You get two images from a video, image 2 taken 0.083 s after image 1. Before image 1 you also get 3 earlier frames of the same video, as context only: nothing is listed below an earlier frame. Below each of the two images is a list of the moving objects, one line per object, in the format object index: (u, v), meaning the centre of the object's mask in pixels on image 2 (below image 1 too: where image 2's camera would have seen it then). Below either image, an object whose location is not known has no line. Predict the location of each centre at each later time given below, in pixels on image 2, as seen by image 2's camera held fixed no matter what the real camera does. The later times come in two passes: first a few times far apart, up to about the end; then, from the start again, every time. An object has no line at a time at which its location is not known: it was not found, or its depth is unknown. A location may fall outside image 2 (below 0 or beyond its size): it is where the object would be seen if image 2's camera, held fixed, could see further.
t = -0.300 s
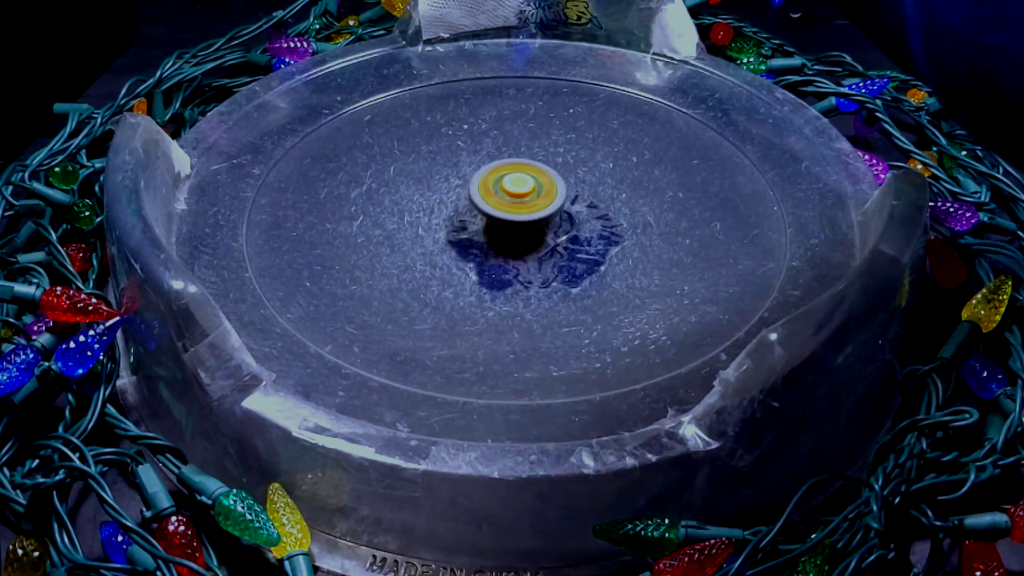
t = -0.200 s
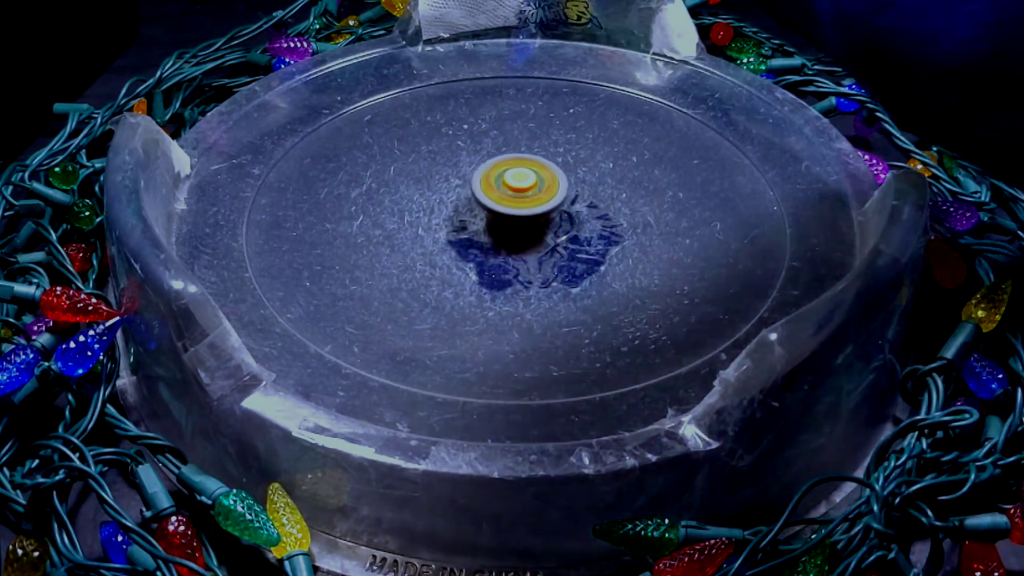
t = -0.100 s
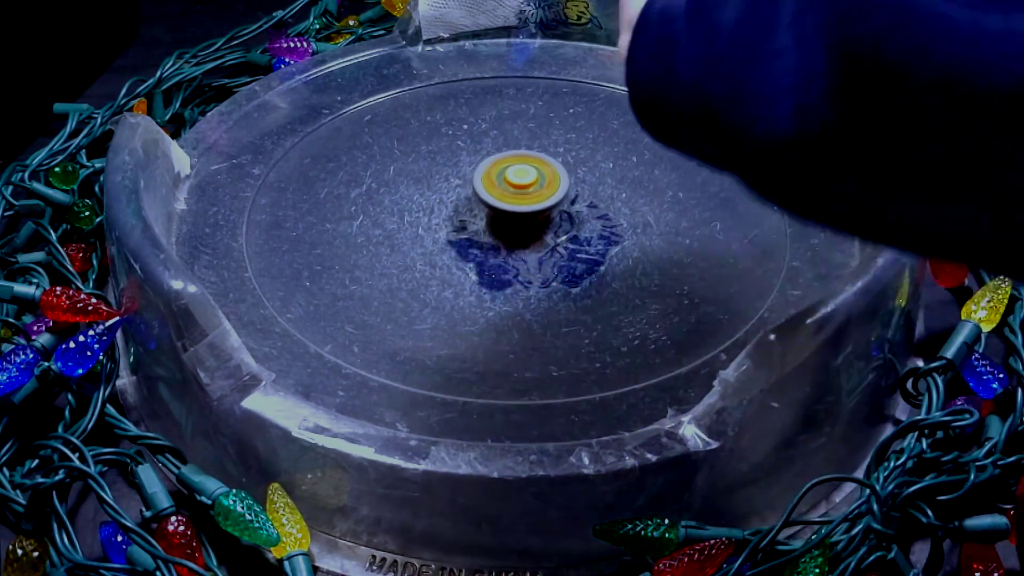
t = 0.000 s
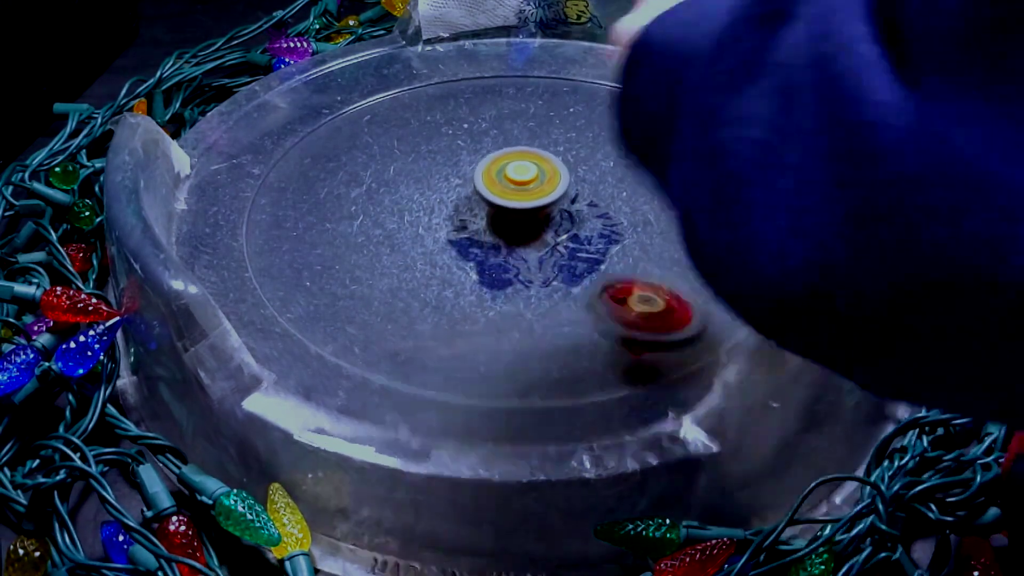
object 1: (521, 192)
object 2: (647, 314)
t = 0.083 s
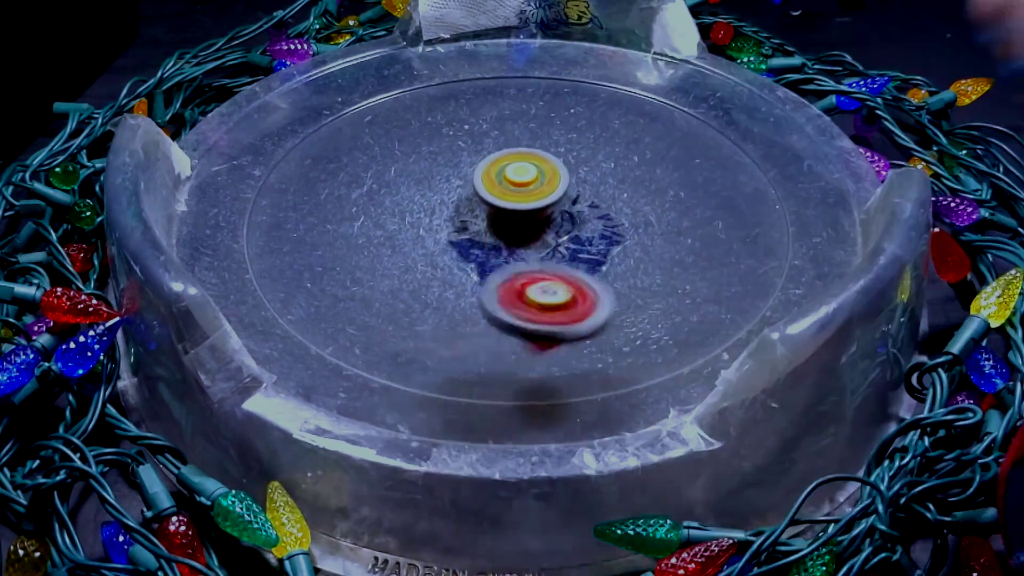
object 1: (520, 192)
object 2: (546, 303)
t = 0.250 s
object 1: (520, 197)
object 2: (389, 336)
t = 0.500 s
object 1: (546, 209)
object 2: (418, 288)
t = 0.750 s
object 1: (563, 211)
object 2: (435, 254)
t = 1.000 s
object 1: (575, 211)
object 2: (435, 194)
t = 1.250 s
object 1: (558, 223)
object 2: (359, 134)
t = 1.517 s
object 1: (564, 242)
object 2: (355, 161)
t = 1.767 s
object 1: (566, 245)
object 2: (426, 198)
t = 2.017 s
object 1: (628, 253)
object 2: (506, 173)
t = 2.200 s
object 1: (634, 248)
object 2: (526, 160)
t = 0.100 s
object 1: (520, 192)
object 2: (524, 318)
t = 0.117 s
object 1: (520, 192)
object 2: (501, 339)
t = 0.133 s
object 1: (520, 192)
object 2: (479, 360)
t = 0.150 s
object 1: (520, 192)
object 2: (463, 353)
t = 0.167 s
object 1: (519, 192)
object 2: (447, 349)
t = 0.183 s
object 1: (519, 192)
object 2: (432, 353)
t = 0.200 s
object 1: (518, 193)
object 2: (418, 350)
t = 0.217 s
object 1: (519, 194)
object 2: (406, 346)
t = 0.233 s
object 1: (519, 196)
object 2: (396, 341)
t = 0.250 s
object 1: (520, 197)
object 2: (389, 336)
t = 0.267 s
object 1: (522, 198)
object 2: (385, 332)
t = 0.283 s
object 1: (524, 200)
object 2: (382, 328)
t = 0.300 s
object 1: (525, 201)
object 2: (381, 322)
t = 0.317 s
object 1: (527, 202)
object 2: (381, 317)
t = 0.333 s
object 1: (529, 203)
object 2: (382, 312)
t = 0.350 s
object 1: (530, 204)
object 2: (384, 307)
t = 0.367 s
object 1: (532, 205)
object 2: (387, 303)
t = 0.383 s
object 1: (533, 205)
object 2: (390, 299)
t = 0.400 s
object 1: (535, 206)
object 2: (394, 296)
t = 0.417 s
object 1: (537, 208)
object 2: (398, 292)
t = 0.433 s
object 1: (539, 208)
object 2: (403, 299)
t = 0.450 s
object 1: (541, 209)
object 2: (407, 296)
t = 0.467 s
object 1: (543, 209)
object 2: (411, 293)
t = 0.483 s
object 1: (544, 209)
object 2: (415, 290)
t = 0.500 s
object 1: (546, 209)
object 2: (418, 288)
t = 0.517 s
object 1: (548, 209)
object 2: (421, 285)
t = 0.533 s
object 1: (549, 209)
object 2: (424, 283)
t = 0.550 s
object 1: (551, 210)
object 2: (426, 281)
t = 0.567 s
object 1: (552, 210)
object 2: (427, 280)
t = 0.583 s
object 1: (553, 210)
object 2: (428, 277)
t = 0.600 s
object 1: (554, 210)
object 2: (429, 274)
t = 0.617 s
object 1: (555, 209)
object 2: (430, 272)
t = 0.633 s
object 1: (556, 209)
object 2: (431, 270)
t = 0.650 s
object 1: (557, 209)
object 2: (432, 267)
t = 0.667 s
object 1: (558, 209)
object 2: (432, 265)
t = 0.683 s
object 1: (558, 210)
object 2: (433, 263)
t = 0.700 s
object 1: (560, 210)
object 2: (434, 261)
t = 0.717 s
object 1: (561, 210)
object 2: (434, 258)
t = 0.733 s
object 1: (562, 210)
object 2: (435, 256)
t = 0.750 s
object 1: (563, 211)
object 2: (435, 254)
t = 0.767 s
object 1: (564, 211)
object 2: (435, 251)
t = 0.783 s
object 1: (565, 211)
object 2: (436, 249)
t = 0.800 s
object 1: (565, 211)
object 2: (436, 246)
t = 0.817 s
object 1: (566, 211)
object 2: (436, 242)
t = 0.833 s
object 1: (567, 211)
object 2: (437, 239)
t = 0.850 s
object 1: (568, 211)
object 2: (438, 235)
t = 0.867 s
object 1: (568, 212)
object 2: (438, 232)
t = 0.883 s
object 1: (569, 212)
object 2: (438, 228)
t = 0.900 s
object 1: (570, 212)
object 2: (438, 224)
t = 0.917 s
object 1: (571, 213)
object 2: (438, 220)
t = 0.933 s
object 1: (573, 213)
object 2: (438, 216)
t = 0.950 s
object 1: (574, 212)
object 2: (438, 210)
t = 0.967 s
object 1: (574, 211)
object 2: (437, 205)
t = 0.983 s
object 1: (574, 212)
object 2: (436, 199)
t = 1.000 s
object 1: (575, 211)
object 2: (435, 194)
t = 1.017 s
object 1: (575, 211)
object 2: (433, 187)
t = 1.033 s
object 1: (575, 211)
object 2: (431, 182)
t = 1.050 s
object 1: (575, 210)
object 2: (427, 177)
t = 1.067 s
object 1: (574, 210)
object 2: (423, 170)
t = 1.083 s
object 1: (573, 211)
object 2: (419, 165)
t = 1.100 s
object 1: (571, 211)
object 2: (414, 160)
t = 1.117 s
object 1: (569, 211)
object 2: (408, 154)
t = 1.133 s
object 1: (568, 213)
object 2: (401, 149)
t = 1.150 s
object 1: (566, 214)
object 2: (394, 145)
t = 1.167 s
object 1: (564, 216)
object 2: (387, 142)
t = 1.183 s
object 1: (562, 217)
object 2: (379, 138)
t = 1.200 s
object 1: (561, 219)
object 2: (373, 136)
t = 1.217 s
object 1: (560, 220)
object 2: (367, 135)
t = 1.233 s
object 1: (558, 221)
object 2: (363, 134)
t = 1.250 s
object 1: (558, 223)
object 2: (359, 134)
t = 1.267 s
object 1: (557, 224)
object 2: (357, 135)
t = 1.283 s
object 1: (557, 226)
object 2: (354, 135)
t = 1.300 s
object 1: (556, 227)
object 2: (352, 136)
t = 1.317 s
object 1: (556, 228)
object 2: (351, 137)
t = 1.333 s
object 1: (557, 229)
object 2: (349, 138)
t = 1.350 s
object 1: (557, 230)
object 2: (348, 139)
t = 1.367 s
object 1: (557, 232)
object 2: (347, 141)
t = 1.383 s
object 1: (557, 234)
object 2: (347, 142)
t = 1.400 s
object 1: (562, 239)
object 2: (347, 144)
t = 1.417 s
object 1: (562, 240)
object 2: (347, 146)
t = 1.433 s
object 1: (559, 238)
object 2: (348, 149)
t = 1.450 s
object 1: (559, 238)
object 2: (349, 150)
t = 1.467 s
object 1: (563, 242)
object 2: (350, 153)
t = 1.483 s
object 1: (562, 240)
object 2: (351, 155)
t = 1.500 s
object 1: (563, 240)
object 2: (353, 158)
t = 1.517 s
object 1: (564, 242)
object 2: (355, 161)
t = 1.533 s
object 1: (565, 242)
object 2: (358, 163)
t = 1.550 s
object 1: (566, 243)
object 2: (361, 166)
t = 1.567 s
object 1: (566, 244)
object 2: (364, 170)
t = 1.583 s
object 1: (567, 244)
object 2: (368, 172)
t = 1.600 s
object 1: (567, 244)
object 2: (372, 174)
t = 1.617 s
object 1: (567, 244)
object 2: (377, 176)
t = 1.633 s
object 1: (567, 245)
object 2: (381, 180)
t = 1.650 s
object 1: (567, 245)
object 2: (386, 182)
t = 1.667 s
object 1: (567, 245)
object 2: (391, 184)
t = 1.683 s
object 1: (567, 245)
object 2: (396, 187)
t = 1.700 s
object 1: (567, 245)
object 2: (401, 189)
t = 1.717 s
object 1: (567, 245)
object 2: (407, 191)
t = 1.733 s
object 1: (567, 245)
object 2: (413, 194)
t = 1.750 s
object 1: (567, 245)
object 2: (418, 196)
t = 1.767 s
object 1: (566, 245)
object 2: (426, 198)
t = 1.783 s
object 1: (565, 245)
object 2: (435, 200)
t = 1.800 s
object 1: (564, 245)
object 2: (445, 203)
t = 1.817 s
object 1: (562, 246)
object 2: (456, 204)
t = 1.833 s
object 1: (560, 246)
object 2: (469, 206)
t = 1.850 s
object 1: (565, 249)
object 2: (478, 205)
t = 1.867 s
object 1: (578, 255)
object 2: (481, 199)
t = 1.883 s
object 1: (588, 263)
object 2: (485, 191)
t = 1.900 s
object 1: (597, 266)
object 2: (488, 187)
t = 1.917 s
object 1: (603, 266)
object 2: (491, 183)
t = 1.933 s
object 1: (609, 256)
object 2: (494, 181)
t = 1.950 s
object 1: (613, 261)
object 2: (497, 179)
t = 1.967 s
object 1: (618, 259)
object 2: (500, 178)
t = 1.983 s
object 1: (622, 257)
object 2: (502, 175)
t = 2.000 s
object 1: (626, 256)
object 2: (504, 174)
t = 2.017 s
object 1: (628, 253)
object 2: (506, 173)
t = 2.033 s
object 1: (631, 251)
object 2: (508, 172)
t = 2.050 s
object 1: (633, 250)
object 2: (511, 171)
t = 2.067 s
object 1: (635, 258)
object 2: (512, 170)
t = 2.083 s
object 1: (636, 257)
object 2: (514, 168)
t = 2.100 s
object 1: (637, 255)
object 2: (516, 168)
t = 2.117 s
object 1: (637, 244)
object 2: (518, 167)
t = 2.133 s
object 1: (636, 243)
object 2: (519, 166)
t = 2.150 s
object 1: (636, 252)
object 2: (521, 165)
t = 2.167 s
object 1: (635, 251)
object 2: (523, 163)
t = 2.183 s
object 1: (635, 249)
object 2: (524, 161)
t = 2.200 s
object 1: (634, 248)
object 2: (526, 160)
